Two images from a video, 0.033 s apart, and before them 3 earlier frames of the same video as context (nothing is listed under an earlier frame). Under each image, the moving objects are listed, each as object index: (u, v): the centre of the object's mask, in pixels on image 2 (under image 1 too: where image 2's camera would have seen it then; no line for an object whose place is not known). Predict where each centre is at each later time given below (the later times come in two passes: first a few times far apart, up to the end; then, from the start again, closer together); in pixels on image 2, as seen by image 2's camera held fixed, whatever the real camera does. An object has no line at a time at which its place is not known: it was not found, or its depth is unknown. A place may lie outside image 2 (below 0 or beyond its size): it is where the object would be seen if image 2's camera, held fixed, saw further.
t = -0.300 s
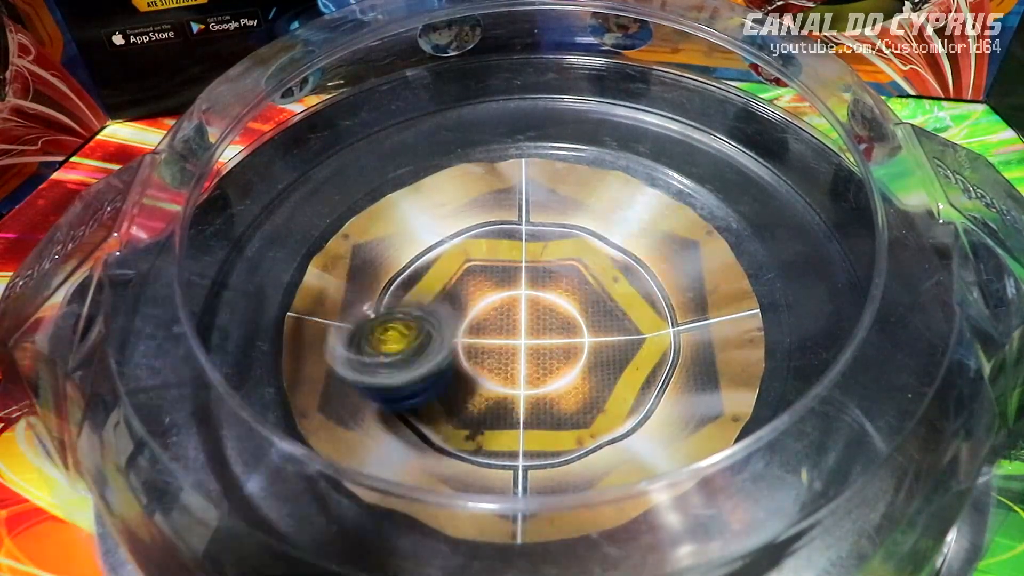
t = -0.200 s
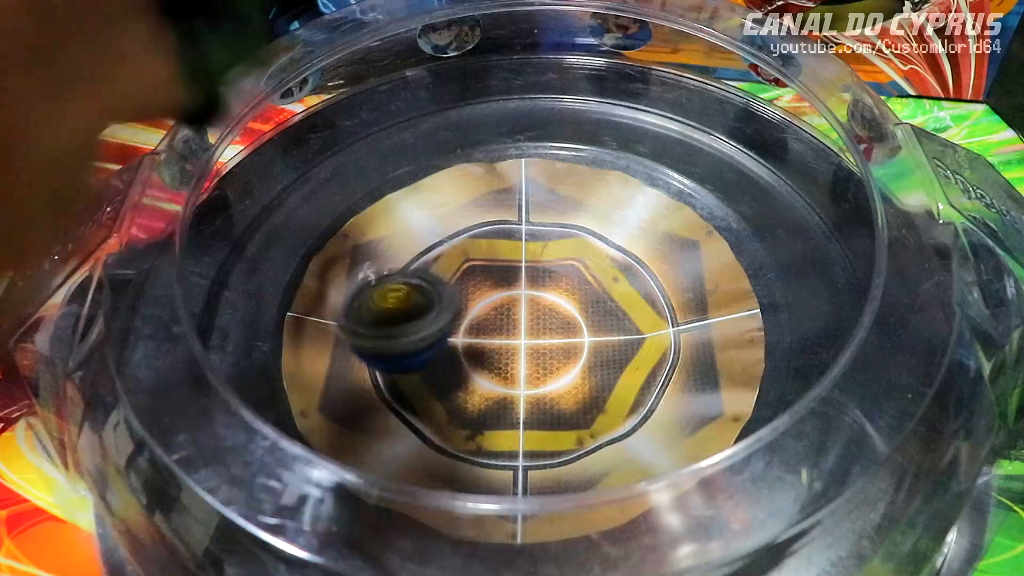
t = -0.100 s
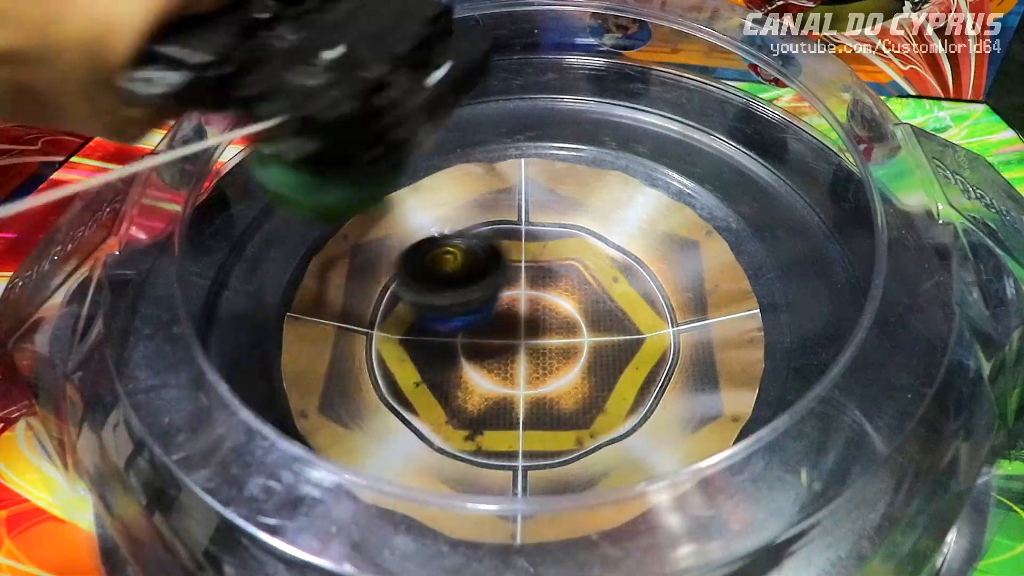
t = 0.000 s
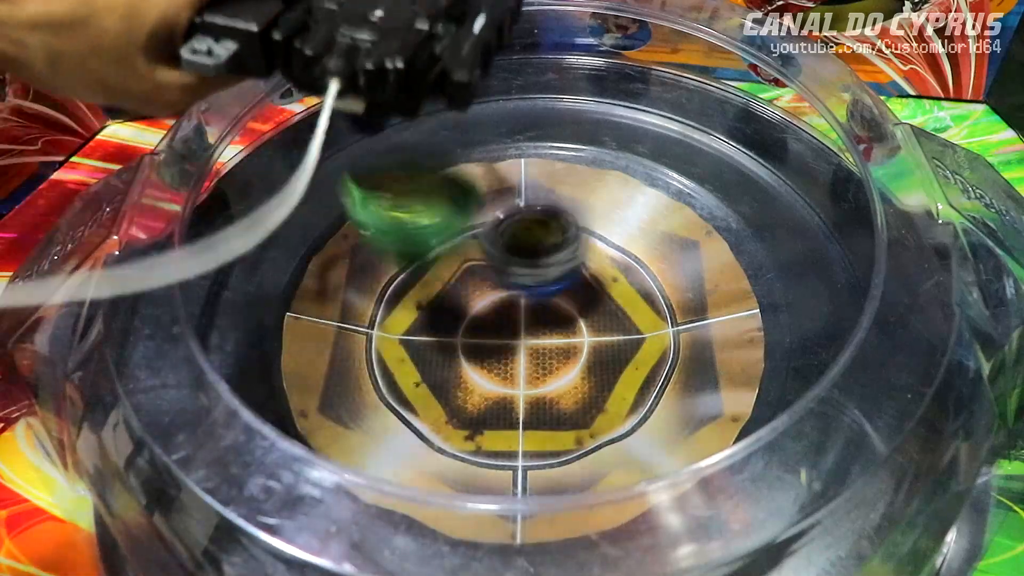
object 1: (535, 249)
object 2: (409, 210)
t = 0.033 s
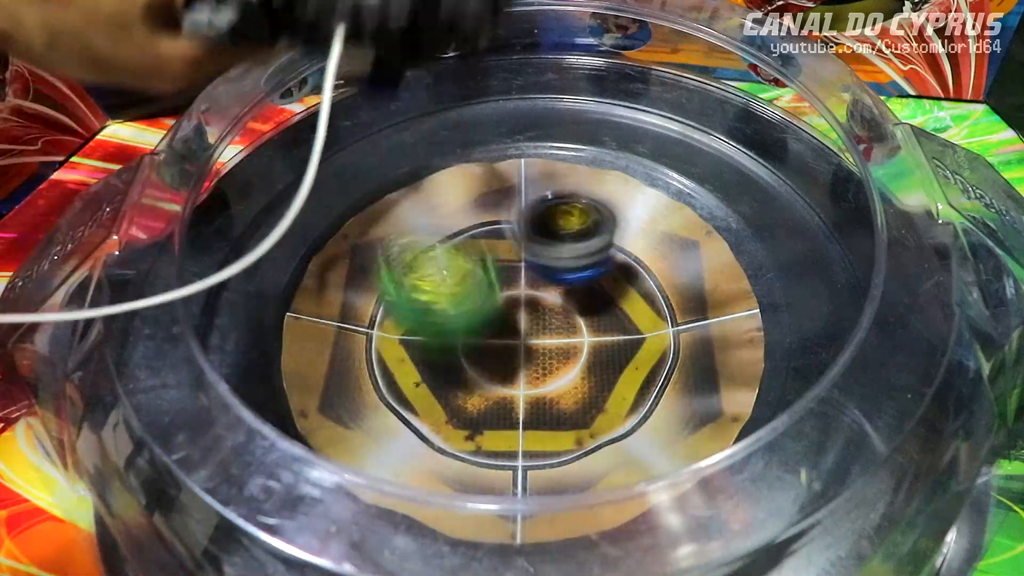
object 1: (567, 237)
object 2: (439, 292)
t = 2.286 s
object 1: (643, 269)
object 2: (552, 71)
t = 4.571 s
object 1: (551, 198)
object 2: (510, 548)
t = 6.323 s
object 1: (406, 209)
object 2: (322, 140)
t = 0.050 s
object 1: (583, 235)
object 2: (456, 338)
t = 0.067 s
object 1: (600, 240)
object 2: (465, 342)
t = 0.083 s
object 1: (617, 246)
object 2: (480, 320)
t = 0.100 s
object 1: (628, 238)
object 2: (492, 305)
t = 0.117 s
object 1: (641, 230)
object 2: (506, 293)
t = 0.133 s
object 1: (650, 223)
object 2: (522, 287)
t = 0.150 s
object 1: (664, 215)
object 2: (537, 283)
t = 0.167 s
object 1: (674, 216)
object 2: (551, 282)
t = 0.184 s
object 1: (684, 222)
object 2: (566, 287)
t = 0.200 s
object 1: (694, 235)
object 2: (581, 295)
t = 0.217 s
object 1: (699, 242)
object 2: (598, 310)
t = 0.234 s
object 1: (703, 242)
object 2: (608, 313)
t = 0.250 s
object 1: (709, 242)
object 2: (606, 300)
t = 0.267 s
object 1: (719, 244)
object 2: (599, 290)
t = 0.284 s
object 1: (729, 250)
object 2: (593, 286)
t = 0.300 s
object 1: (733, 253)
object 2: (586, 285)
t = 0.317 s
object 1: (737, 250)
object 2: (579, 286)
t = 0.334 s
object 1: (739, 250)
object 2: (573, 292)
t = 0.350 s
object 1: (740, 254)
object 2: (566, 301)
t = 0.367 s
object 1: (740, 264)
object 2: (558, 297)
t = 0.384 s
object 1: (739, 276)
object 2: (551, 290)
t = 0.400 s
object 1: (735, 280)
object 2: (542, 287)
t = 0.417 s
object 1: (729, 281)
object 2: (534, 288)
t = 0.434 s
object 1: (721, 288)
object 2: (526, 285)
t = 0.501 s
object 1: (668, 331)
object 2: (493, 268)
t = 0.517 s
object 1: (650, 339)
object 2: (484, 266)
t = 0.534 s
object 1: (634, 345)
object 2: (476, 263)
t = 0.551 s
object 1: (615, 351)
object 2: (467, 259)
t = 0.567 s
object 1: (594, 358)
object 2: (459, 258)
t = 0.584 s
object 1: (572, 353)
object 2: (451, 257)
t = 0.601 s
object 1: (551, 357)
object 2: (443, 257)
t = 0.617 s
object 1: (524, 355)
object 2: (437, 257)
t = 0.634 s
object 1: (502, 353)
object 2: (429, 258)
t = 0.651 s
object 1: (479, 350)
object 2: (423, 258)
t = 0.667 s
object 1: (464, 346)
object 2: (415, 257)
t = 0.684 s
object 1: (455, 347)
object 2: (403, 249)
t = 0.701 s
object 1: (449, 352)
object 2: (384, 234)
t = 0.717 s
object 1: (444, 365)
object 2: (370, 224)
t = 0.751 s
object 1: (437, 375)
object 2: (343, 201)
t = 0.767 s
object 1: (435, 377)
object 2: (332, 196)
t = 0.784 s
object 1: (433, 380)
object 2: (323, 191)
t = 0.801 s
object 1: (434, 373)
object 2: (314, 184)
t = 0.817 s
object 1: (435, 368)
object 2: (307, 183)
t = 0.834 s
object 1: (438, 367)
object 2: (299, 180)
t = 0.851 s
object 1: (441, 371)
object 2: (291, 174)
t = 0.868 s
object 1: (445, 371)
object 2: (286, 172)
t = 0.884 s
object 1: (450, 362)
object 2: (280, 168)
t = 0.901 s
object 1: (459, 355)
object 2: (279, 163)
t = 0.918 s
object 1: (464, 351)
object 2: (282, 161)
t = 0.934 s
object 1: (470, 346)
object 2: (286, 163)
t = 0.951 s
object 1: (480, 334)
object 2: (290, 167)
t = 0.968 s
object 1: (490, 323)
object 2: (292, 164)
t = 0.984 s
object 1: (498, 314)
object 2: (294, 165)
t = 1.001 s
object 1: (507, 311)
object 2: (296, 168)
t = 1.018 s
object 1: (520, 304)
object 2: (297, 167)
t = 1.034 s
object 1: (534, 294)
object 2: (299, 167)
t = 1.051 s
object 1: (545, 286)
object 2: (300, 167)
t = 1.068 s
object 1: (556, 273)
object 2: (300, 166)
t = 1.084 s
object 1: (567, 262)
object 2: (300, 166)
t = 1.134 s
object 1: (597, 243)
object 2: (299, 164)
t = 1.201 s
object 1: (627, 222)
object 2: (300, 159)
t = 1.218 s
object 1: (632, 218)
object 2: (300, 157)
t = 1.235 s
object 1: (637, 217)
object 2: (299, 155)
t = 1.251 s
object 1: (641, 222)
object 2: (299, 153)
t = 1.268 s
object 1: (646, 230)
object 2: (300, 151)
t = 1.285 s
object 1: (647, 230)
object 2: (303, 151)
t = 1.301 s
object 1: (645, 226)
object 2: (307, 151)
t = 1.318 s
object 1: (643, 224)
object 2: (309, 150)
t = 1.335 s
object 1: (641, 228)
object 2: (311, 150)
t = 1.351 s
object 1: (640, 235)
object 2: (312, 150)
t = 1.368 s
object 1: (637, 246)
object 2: (312, 150)
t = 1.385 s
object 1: (634, 261)
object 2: (312, 149)
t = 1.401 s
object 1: (625, 277)
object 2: (313, 148)
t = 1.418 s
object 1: (615, 277)
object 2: (314, 145)
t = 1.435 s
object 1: (604, 281)
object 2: (315, 143)
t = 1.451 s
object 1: (593, 288)
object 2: (316, 141)
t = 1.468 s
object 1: (581, 301)
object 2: (317, 137)
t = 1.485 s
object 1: (567, 315)
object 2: (320, 136)
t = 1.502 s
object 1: (553, 315)
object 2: (323, 138)
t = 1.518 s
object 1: (538, 317)
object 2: (325, 137)
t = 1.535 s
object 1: (521, 324)
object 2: (327, 137)
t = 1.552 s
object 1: (501, 336)
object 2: (329, 136)
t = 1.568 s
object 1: (481, 348)
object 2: (330, 135)
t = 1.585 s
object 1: (472, 349)
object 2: (332, 133)
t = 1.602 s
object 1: (463, 343)
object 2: (334, 130)
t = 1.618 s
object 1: (453, 337)
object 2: (337, 127)
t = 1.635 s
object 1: (439, 336)
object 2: (341, 124)
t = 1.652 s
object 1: (426, 338)
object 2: (346, 123)
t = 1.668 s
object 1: (417, 346)
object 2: (350, 121)
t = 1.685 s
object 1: (403, 358)
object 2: (355, 120)
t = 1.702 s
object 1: (398, 360)
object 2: (359, 117)
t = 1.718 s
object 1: (394, 349)
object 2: (363, 113)
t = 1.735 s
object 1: (391, 342)
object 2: (368, 111)
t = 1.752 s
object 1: (388, 336)
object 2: (373, 106)
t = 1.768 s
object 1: (387, 336)
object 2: (379, 104)
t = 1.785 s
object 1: (385, 340)
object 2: (385, 102)
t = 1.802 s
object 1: (387, 342)
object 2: (390, 101)
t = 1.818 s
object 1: (392, 324)
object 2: (395, 99)
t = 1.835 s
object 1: (398, 311)
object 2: (401, 97)
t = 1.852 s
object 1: (404, 298)
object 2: (407, 96)
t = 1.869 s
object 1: (412, 290)
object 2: (413, 93)
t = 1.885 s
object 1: (420, 288)
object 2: (420, 89)
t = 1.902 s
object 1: (432, 290)
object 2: (427, 87)
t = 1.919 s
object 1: (444, 296)
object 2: (434, 87)
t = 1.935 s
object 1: (454, 292)
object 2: (439, 85)
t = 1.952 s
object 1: (462, 286)
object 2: (445, 84)
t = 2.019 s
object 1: (515, 258)
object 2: (467, 79)
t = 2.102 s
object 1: (581, 237)
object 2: (495, 73)
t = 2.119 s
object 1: (592, 233)
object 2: (500, 74)
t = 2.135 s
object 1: (603, 231)
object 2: (504, 75)
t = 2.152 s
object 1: (614, 232)
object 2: (508, 75)
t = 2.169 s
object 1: (625, 239)
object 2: (513, 73)
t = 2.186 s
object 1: (630, 241)
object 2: (518, 75)
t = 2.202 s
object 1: (634, 240)
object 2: (524, 74)
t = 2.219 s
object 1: (638, 242)
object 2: (530, 73)
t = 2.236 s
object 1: (640, 249)
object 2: (535, 72)
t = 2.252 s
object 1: (642, 258)
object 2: (541, 71)
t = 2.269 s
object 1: (646, 271)
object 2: (547, 72)
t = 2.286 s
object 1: (643, 269)
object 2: (552, 71)
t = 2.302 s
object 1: (639, 271)
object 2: (556, 73)
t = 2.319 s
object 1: (635, 277)
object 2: (561, 73)
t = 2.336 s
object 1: (633, 286)
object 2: (567, 73)
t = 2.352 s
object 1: (623, 304)
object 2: (574, 75)
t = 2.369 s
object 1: (614, 315)
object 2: (581, 73)
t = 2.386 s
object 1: (603, 320)
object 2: (588, 75)
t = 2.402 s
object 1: (592, 330)
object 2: (594, 75)
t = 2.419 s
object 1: (581, 343)
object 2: (599, 77)
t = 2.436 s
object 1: (569, 343)
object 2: (603, 78)
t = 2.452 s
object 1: (553, 345)
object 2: (608, 79)
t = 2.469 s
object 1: (539, 349)
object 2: (613, 80)
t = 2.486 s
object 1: (524, 352)
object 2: (619, 81)
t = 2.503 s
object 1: (512, 364)
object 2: (624, 82)
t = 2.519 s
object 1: (499, 355)
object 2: (630, 83)
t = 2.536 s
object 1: (483, 347)
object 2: (636, 83)
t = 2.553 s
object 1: (472, 343)
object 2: (642, 85)
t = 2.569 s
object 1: (465, 344)
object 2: (648, 86)
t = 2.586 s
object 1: (455, 345)
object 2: (654, 86)
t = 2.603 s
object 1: (444, 356)
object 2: (660, 88)
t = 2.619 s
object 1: (439, 349)
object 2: (665, 89)
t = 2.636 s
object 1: (437, 331)
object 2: (671, 92)
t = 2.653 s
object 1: (436, 319)
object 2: (675, 94)
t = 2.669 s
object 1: (435, 309)
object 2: (679, 95)
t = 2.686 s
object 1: (434, 303)
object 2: (684, 98)
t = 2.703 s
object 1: (436, 303)
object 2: (690, 99)
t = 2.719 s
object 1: (437, 307)
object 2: (696, 103)
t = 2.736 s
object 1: (439, 311)
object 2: (702, 105)
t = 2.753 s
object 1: (445, 307)
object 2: (709, 108)
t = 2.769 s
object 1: (455, 297)
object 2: (716, 111)
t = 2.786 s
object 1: (463, 291)
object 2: (721, 114)
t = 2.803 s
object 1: (472, 288)
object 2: (725, 115)
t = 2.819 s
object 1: (481, 289)
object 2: (728, 119)
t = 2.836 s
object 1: (492, 288)
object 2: (732, 120)
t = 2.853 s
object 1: (503, 280)
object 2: (737, 124)
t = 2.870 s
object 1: (516, 277)
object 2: (741, 126)
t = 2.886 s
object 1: (529, 273)
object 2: (745, 129)
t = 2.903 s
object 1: (540, 271)
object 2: (750, 133)
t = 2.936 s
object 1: (566, 267)
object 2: (760, 140)
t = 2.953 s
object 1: (575, 262)
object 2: (766, 144)
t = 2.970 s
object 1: (584, 259)
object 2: (772, 147)
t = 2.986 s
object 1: (594, 261)
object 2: (778, 154)
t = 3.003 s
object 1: (602, 266)
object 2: (784, 157)
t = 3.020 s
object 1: (610, 266)
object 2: (789, 162)
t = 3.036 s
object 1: (616, 268)
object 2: (795, 163)
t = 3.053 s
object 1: (624, 274)
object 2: (799, 167)
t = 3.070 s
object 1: (629, 280)
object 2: (802, 173)
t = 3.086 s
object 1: (628, 277)
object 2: (804, 177)
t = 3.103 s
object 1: (627, 276)
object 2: (808, 182)
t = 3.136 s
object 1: (621, 285)
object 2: (814, 191)
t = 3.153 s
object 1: (617, 298)
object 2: (817, 196)
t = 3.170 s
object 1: (613, 311)
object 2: (820, 202)
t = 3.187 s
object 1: (604, 310)
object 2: (823, 207)
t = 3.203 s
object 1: (593, 306)
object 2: (827, 213)
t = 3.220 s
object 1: (581, 306)
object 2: (829, 218)
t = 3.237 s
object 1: (569, 311)
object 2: (832, 224)
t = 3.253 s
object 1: (557, 318)
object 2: (835, 229)
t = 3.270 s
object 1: (548, 332)
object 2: (844, 233)
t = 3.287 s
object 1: (536, 346)
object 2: (846, 237)
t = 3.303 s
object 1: (525, 345)
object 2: (847, 240)
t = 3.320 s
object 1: (512, 339)
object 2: (848, 244)
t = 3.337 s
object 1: (495, 334)
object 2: (848, 249)
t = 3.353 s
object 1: (483, 334)
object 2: (848, 254)
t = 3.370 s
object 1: (472, 339)
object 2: (850, 260)
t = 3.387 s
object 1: (463, 341)
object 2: (851, 266)
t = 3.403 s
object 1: (454, 335)
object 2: (854, 271)
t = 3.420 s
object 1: (447, 328)
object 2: (856, 277)
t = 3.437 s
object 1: (439, 320)
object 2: (858, 283)
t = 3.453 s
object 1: (434, 316)
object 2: (861, 289)
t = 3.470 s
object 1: (433, 308)
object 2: (862, 295)
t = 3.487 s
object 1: (432, 297)
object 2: (864, 302)
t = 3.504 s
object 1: (433, 290)
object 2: (866, 309)
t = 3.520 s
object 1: (434, 287)
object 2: (866, 315)
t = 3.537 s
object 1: (438, 284)
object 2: (867, 322)
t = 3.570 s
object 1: (452, 272)
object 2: (867, 335)
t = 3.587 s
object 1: (458, 270)
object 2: (867, 340)
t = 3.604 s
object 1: (468, 258)
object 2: (867, 346)
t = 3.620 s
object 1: (479, 250)
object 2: (867, 351)
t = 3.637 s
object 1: (490, 246)
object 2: (866, 357)
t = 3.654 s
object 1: (503, 246)
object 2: (863, 363)
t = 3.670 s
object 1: (515, 250)
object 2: (861, 368)
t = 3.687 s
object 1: (526, 253)
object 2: (858, 373)
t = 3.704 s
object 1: (538, 248)
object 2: (856, 377)
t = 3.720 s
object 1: (550, 244)
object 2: (853, 383)
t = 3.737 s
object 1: (561, 243)
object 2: (850, 388)
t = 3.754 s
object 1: (574, 249)
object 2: (847, 395)
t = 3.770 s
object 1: (585, 254)
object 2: (844, 400)
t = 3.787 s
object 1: (595, 255)
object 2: (840, 407)
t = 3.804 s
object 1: (604, 256)
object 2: (836, 413)
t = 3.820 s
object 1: (614, 260)
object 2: (832, 419)
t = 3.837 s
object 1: (625, 268)
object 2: (827, 425)
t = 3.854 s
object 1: (633, 277)
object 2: (823, 430)
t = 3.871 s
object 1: (635, 279)
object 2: (819, 436)
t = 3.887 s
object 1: (640, 282)
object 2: (815, 443)
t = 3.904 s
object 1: (640, 290)
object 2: (813, 451)
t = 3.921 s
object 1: (642, 305)
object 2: (811, 458)
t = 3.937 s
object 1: (640, 312)
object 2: (807, 464)
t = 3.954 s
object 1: (636, 319)
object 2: (800, 469)
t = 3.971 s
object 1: (631, 331)
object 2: (794, 475)
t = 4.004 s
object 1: (616, 352)
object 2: (784, 486)
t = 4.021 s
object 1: (608, 360)
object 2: (779, 492)
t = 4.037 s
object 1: (598, 369)
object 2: (774, 498)
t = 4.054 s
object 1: (584, 375)
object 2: (767, 504)
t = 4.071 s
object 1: (571, 383)
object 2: (761, 511)
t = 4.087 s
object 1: (555, 384)
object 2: (756, 515)
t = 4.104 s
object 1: (541, 388)
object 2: (750, 518)
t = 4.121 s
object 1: (520, 394)
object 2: (741, 522)
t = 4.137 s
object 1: (503, 388)
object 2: (735, 525)
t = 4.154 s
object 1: (489, 381)
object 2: (726, 527)
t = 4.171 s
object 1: (477, 382)
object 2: (718, 529)
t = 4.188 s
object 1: (464, 386)
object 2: (712, 531)
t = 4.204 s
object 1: (454, 382)
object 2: (703, 532)
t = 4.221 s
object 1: (441, 368)
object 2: (697, 534)
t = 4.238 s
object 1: (433, 363)
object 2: (689, 535)
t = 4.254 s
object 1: (425, 360)
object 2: (682, 536)
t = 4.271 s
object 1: (420, 344)
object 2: (674, 537)
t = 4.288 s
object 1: (418, 329)
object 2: (664, 537)
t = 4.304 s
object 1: (413, 314)
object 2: (654, 539)
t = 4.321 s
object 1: (412, 306)
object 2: (641, 542)
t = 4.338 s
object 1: (411, 302)
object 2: (634, 542)
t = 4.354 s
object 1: (411, 301)
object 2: (627, 543)
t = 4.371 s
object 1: (417, 286)
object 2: (618, 543)
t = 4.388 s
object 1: (424, 275)
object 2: (605, 545)
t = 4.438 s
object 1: (448, 254)
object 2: (583, 547)
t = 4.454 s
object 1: (461, 244)
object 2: (574, 548)
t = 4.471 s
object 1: (472, 237)
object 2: (565, 548)
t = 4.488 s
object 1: (484, 230)
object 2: (557, 548)
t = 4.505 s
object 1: (499, 222)
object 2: (547, 548)
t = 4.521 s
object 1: (513, 216)
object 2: (538, 548)
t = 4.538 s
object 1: (527, 213)
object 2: (529, 548)
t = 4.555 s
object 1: (539, 202)
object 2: (520, 549)
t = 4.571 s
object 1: (551, 198)
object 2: (510, 548)
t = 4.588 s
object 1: (567, 197)
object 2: (499, 548)
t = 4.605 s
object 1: (585, 205)
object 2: (489, 548)
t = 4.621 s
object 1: (595, 200)
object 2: (480, 547)
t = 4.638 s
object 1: (610, 196)
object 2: (467, 547)
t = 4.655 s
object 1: (621, 202)
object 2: (459, 546)
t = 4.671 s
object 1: (634, 212)
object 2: (449, 546)
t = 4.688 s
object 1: (646, 222)
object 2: (439, 546)
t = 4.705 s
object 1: (653, 221)
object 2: (430, 544)
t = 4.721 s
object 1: (659, 224)
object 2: (423, 543)
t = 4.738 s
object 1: (665, 231)
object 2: (415, 543)
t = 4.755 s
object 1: (669, 245)
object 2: (405, 542)
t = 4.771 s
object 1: (671, 257)
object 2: (395, 542)
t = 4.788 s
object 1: (676, 264)
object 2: (386, 541)
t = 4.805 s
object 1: (680, 277)
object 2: (375, 540)
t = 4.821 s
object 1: (678, 289)
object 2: (369, 539)
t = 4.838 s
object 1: (674, 298)
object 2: (361, 538)
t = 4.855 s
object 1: (669, 317)
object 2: (354, 537)
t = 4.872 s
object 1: (663, 326)
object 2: (346, 536)
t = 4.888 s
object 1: (655, 335)
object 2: (337, 534)
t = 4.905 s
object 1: (648, 344)
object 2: (329, 533)
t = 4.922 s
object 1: (641, 361)
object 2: (320, 530)
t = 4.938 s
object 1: (624, 363)
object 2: (312, 527)
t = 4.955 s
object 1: (606, 369)
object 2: (303, 523)
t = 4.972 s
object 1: (591, 376)
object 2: (295, 519)
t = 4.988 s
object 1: (576, 389)
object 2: (289, 517)
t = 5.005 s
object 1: (558, 386)
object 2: (283, 514)
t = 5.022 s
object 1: (537, 393)
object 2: (276, 508)
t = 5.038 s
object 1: (511, 395)
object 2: (272, 501)
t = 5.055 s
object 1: (493, 391)
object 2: (267, 495)
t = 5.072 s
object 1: (478, 383)
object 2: (262, 491)
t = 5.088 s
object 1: (455, 378)
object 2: (258, 485)
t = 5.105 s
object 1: (440, 378)
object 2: (253, 478)
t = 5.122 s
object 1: (424, 365)
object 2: (249, 471)
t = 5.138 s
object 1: (411, 355)
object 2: (246, 465)
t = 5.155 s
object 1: (403, 349)
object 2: (242, 459)
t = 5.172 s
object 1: (389, 342)
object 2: (239, 454)
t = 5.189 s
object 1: (380, 324)
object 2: (235, 446)
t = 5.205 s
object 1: (376, 310)
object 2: (230, 439)
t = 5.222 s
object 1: (373, 300)
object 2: (225, 432)
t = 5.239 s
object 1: (368, 292)
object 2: (221, 427)
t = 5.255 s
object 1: (366, 286)
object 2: (216, 421)
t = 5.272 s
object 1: (368, 272)
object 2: (212, 413)
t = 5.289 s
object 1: (371, 256)
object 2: (207, 407)
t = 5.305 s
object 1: (376, 249)
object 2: (205, 402)
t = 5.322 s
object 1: (379, 245)
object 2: (204, 398)
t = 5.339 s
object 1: (386, 237)
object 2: (204, 393)
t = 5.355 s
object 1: (396, 229)
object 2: (203, 386)
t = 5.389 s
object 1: (416, 216)
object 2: (201, 374)
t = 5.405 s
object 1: (431, 205)
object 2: (202, 367)
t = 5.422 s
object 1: (446, 197)
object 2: (201, 359)
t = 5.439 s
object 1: (459, 196)
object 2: (200, 352)
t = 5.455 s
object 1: (473, 197)
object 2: (199, 345)
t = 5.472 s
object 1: (491, 193)
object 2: (198, 339)
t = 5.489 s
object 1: (509, 192)
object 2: (196, 332)
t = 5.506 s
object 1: (526, 194)
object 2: (195, 326)
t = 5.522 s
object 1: (540, 195)
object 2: (193, 321)
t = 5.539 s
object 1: (558, 196)
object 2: (194, 316)
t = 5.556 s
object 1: (575, 199)
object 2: (196, 312)
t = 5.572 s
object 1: (594, 202)
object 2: (197, 307)
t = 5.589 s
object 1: (610, 210)
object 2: (198, 305)
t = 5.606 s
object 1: (625, 217)
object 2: (199, 301)
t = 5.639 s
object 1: (657, 238)
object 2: (205, 292)
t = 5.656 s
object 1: (666, 244)
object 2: (206, 288)
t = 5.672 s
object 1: (675, 251)
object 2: (207, 283)
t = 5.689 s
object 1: (685, 265)
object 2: (209, 278)
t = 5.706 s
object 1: (695, 281)
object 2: (212, 273)
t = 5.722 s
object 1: (697, 286)
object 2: (214, 268)
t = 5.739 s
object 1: (700, 293)
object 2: (214, 263)
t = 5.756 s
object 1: (703, 307)
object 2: (216, 259)
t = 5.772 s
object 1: (703, 326)
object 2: (219, 254)
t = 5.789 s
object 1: (696, 336)
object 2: (223, 248)
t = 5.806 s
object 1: (688, 341)
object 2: (228, 243)
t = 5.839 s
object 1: (669, 366)
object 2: (231, 235)
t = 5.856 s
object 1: (658, 378)
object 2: (231, 233)
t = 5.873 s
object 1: (649, 390)
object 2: (233, 228)
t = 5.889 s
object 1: (638, 396)
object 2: (235, 225)
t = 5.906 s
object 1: (612, 405)
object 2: (238, 220)
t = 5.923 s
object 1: (593, 411)
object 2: (241, 215)
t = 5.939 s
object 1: (576, 410)
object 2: (243, 211)
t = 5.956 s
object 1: (552, 413)
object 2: (245, 208)
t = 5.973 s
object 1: (526, 419)
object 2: (249, 205)
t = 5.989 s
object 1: (508, 415)
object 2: (252, 200)
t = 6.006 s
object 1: (486, 410)
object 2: (255, 196)
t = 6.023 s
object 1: (465, 409)
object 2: (259, 191)
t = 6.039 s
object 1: (451, 402)
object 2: (263, 186)
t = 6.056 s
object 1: (435, 392)
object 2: (266, 184)
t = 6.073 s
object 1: (416, 382)
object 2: (270, 180)
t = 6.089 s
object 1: (399, 379)
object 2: (273, 175)
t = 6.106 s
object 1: (392, 366)
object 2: (277, 170)
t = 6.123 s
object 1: (380, 351)
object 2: (281, 167)
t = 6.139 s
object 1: (370, 344)
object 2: (283, 163)
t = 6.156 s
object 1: (366, 332)
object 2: (286, 159)
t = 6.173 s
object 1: (361, 315)
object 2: (291, 154)
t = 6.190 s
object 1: (358, 305)
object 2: (294, 153)
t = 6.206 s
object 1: (360, 294)
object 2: (296, 149)
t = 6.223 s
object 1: (360, 280)
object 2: (300, 148)
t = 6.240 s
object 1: (364, 265)
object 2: (303, 146)
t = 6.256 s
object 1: (372, 254)
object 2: (306, 144)
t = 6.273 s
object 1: (376, 241)
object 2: (310, 145)
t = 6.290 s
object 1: (385, 227)
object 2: (314, 143)
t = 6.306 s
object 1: (397, 215)
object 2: (318, 140)
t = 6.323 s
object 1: (406, 209)
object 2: (322, 140)
